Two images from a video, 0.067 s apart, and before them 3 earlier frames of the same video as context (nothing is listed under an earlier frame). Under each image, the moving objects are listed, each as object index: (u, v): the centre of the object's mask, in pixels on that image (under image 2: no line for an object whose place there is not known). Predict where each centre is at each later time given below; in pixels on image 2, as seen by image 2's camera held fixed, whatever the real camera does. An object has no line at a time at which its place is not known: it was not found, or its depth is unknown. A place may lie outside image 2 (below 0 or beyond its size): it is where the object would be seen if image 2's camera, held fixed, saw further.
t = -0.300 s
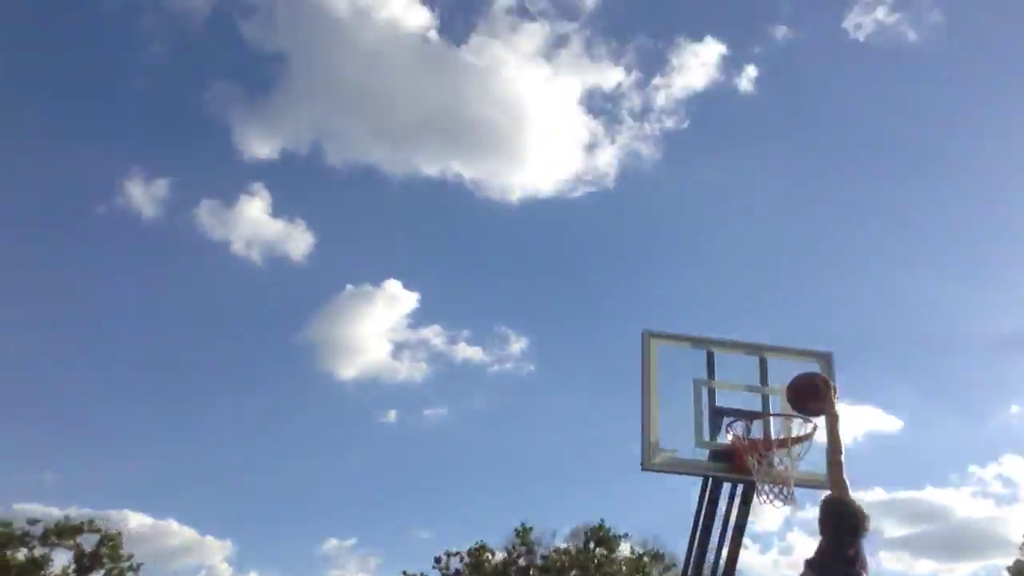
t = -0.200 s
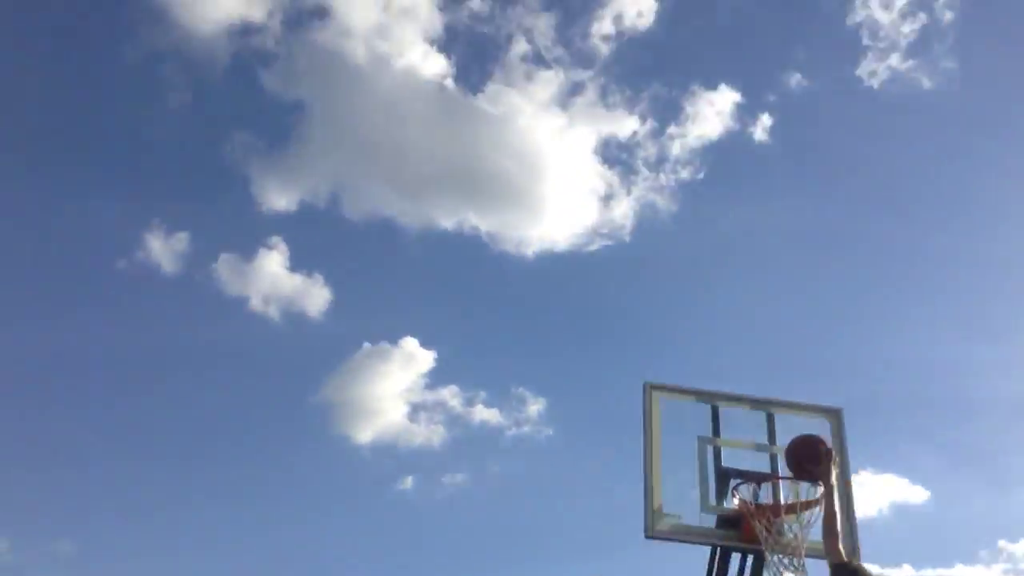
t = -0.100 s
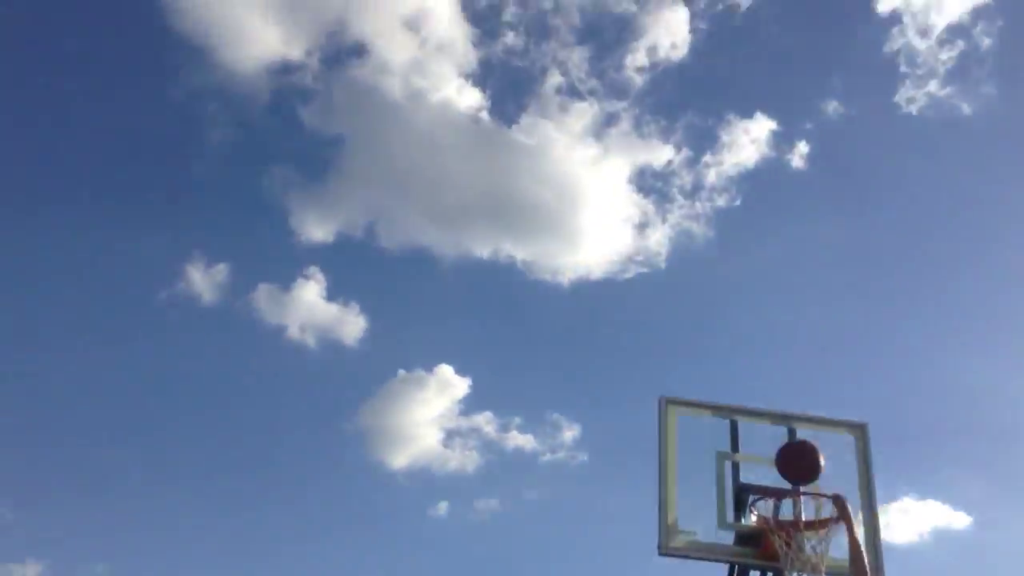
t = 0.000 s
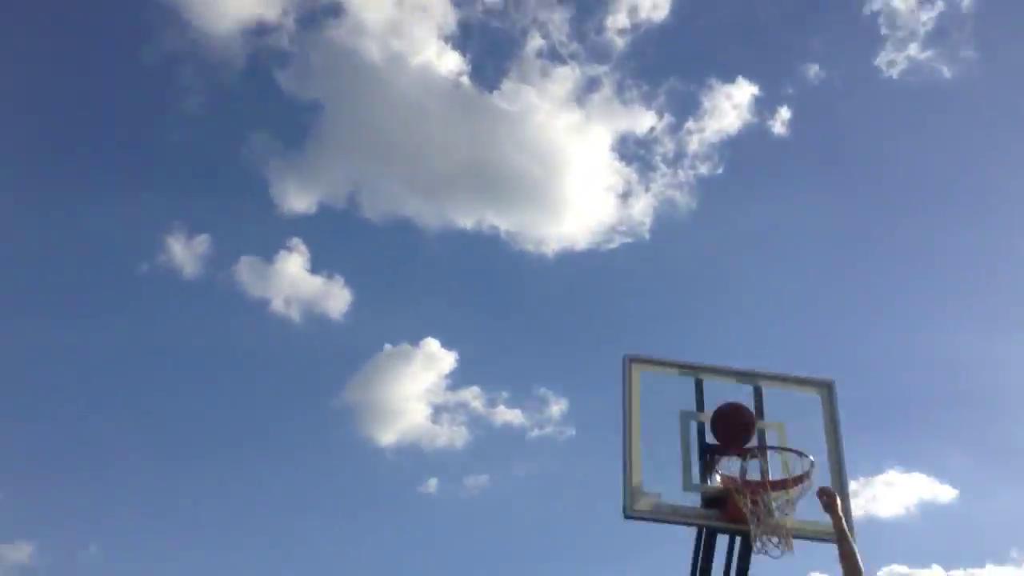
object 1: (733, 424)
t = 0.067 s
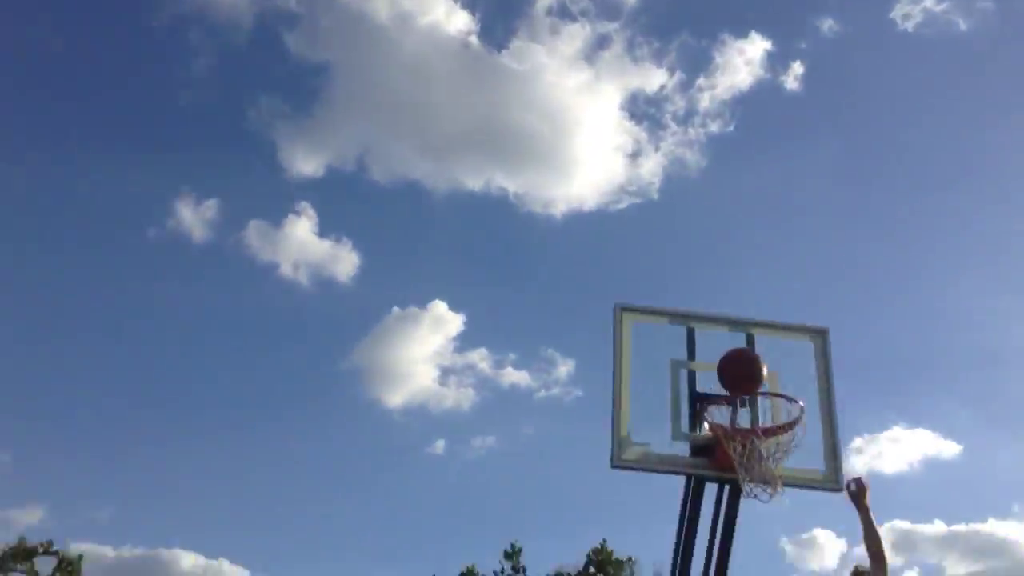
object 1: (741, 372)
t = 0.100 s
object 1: (750, 369)
